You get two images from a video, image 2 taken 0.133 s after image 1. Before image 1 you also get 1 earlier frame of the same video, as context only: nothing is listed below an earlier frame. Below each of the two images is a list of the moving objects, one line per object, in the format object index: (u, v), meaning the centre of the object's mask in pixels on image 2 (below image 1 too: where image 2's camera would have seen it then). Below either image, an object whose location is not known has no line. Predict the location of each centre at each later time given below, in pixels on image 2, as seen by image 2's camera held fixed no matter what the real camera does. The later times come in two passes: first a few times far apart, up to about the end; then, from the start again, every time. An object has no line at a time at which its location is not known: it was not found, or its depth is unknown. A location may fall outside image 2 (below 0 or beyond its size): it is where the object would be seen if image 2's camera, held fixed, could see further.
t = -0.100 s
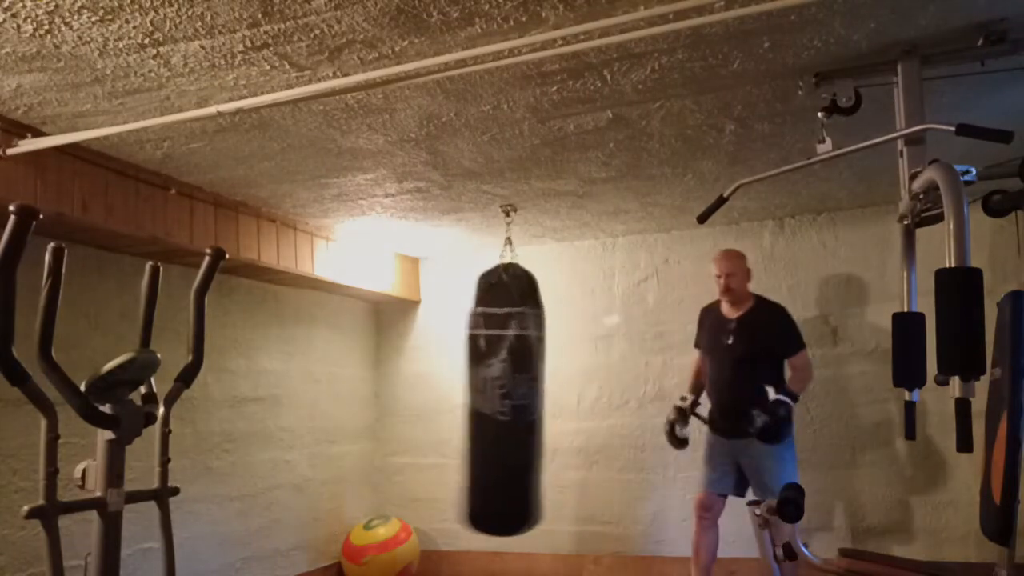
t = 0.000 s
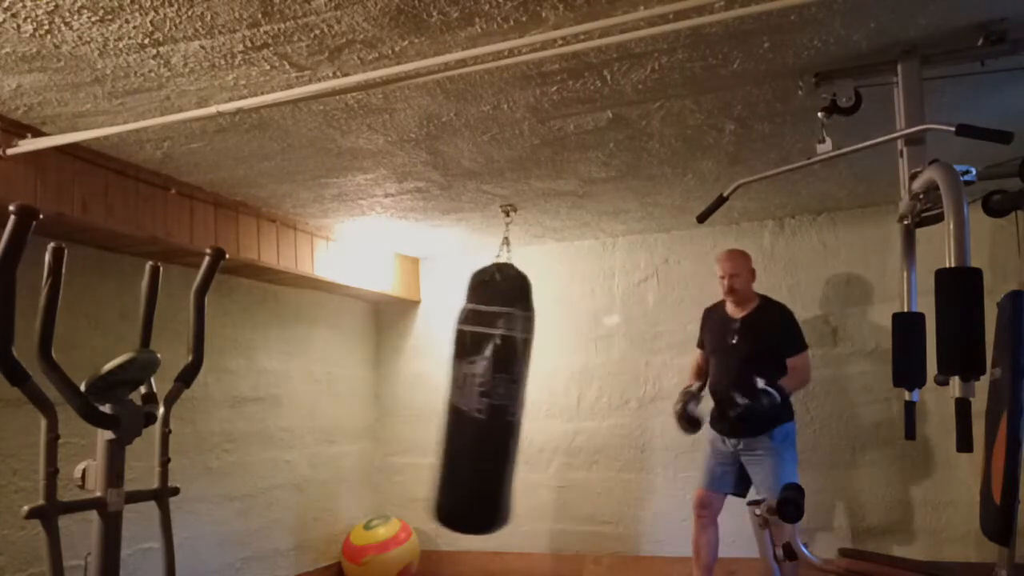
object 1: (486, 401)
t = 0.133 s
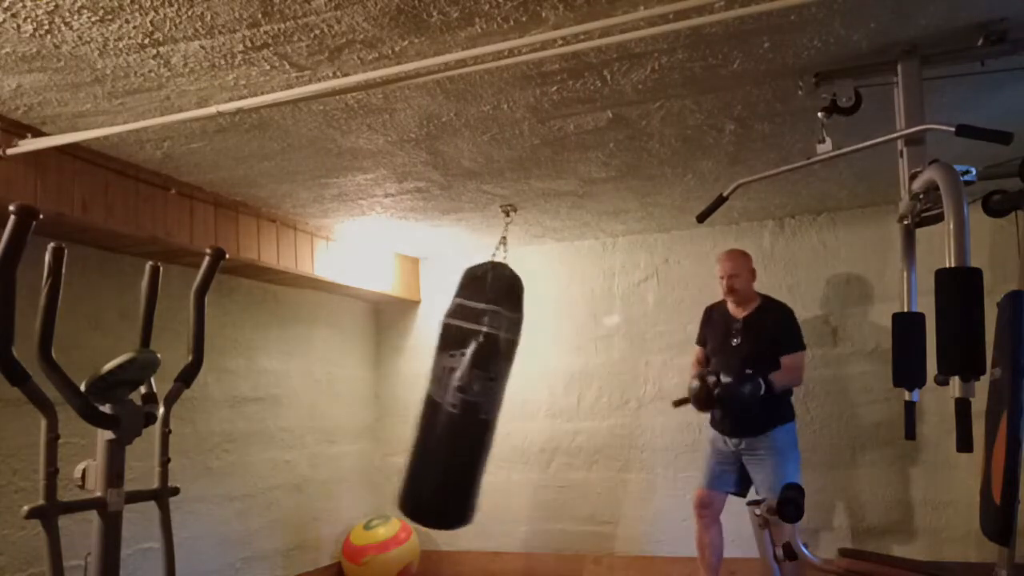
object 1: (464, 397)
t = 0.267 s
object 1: (449, 394)
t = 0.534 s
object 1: (448, 396)
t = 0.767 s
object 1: (479, 404)
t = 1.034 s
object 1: (534, 405)
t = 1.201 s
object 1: (564, 399)
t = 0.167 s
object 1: (459, 396)
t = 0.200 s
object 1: (455, 395)
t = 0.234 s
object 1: (452, 395)
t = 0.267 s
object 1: (449, 394)
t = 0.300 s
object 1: (447, 394)
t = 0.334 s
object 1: (445, 393)
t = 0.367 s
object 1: (444, 393)
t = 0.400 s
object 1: (444, 394)
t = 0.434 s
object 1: (444, 394)
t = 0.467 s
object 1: (445, 394)
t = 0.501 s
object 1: (446, 395)
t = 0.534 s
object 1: (448, 396)
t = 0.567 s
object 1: (451, 397)
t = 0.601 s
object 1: (454, 398)
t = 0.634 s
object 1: (458, 399)
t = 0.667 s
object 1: (463, 400)
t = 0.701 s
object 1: (468, 402)
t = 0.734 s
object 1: (473, 403)
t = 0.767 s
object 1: (479, 404)
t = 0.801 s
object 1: (486, 405)
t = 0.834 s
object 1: (492, 405)
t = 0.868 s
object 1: (499, 406)
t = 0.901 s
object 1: (506, 406)
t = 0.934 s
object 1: (513, 406)
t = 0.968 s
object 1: (520, 406)
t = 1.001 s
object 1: (527, 406)
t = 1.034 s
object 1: (534, 405)
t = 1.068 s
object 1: (541, 404)
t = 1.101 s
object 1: (548, 403)
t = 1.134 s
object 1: (554, 401)
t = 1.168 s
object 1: (560, 400)
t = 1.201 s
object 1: (564, 399)
